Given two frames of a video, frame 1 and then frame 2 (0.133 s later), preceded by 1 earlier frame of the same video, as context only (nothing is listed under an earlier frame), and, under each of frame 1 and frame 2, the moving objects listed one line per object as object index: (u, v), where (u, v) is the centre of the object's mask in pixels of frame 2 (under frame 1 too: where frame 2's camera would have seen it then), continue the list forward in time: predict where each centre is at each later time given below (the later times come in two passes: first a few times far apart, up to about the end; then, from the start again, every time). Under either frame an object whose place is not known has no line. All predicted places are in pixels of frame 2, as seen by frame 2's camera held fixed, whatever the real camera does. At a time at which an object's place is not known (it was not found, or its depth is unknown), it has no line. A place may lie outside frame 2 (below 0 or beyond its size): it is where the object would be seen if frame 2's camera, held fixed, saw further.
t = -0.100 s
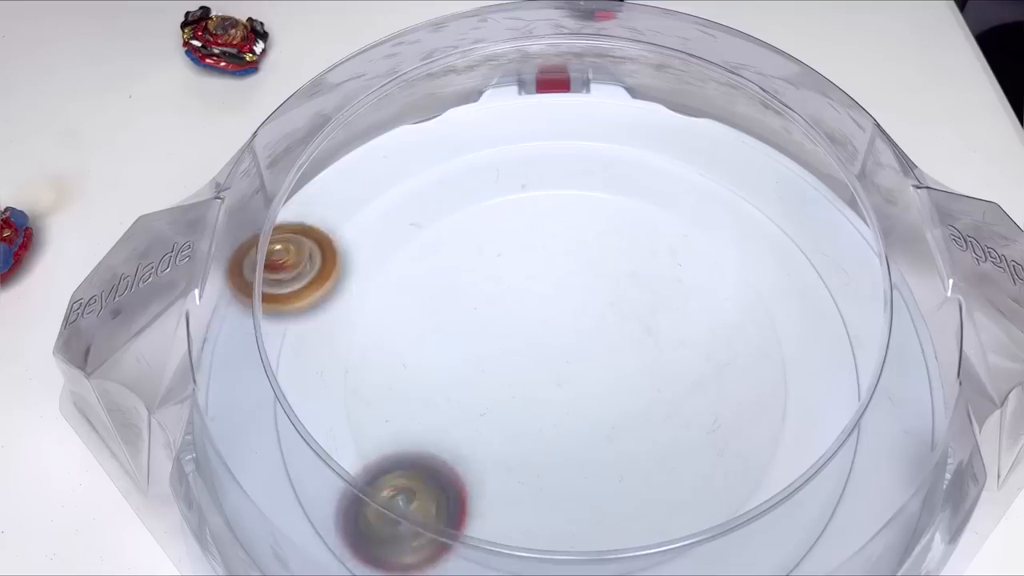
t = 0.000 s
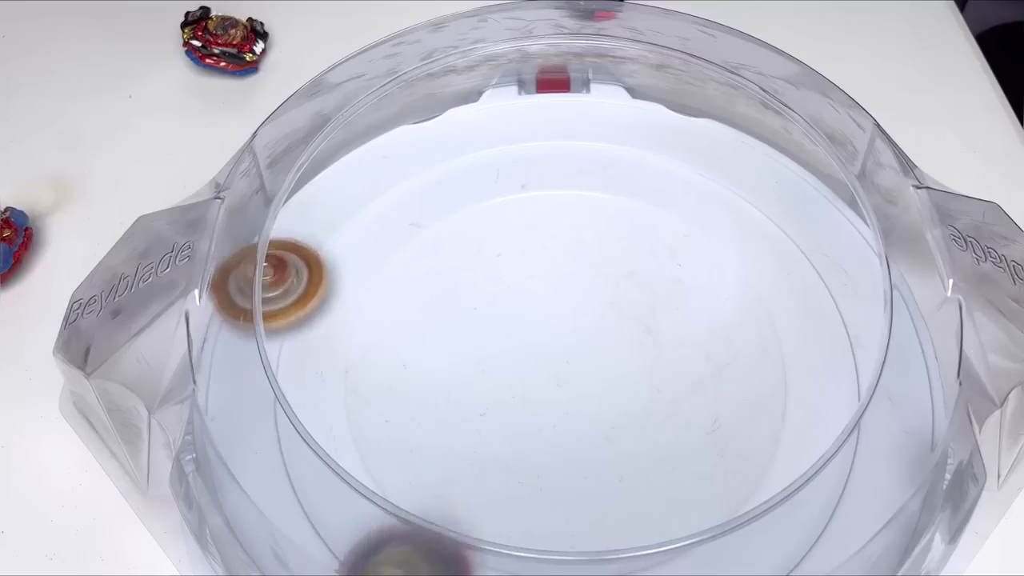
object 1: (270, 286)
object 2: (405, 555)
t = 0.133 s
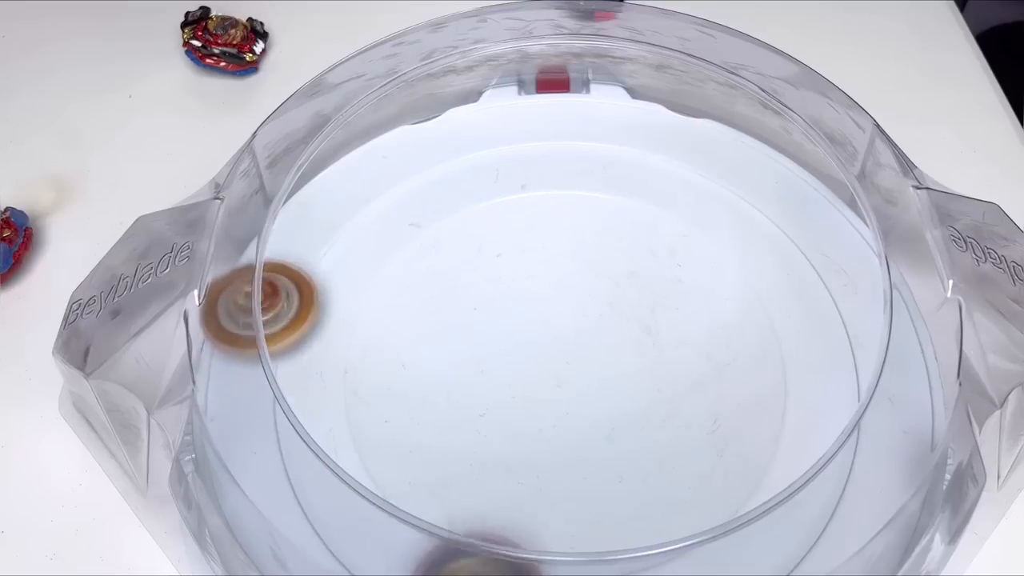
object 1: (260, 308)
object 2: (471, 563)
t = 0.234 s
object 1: (252, 326)
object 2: (506, 558)
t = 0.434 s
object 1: (249, 356)
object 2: (408, 555)
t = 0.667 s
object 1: (259, 380)
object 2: (320, 515)
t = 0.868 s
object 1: (314, 346)
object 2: (360, 536)
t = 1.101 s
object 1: (339, 318)
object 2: (402, 542)
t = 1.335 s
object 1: (401, 347)
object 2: (290, 435)
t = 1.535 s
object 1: (530, 392)
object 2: (284, 365)
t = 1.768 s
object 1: (628, 326)
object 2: (287, 349)
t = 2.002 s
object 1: (608, 246)
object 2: (291, 316)
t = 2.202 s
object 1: (580, 268)
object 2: (309, 268)
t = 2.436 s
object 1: (561, 323)
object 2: (338, 222)
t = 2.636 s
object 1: (605, 388)
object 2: (373, 190)
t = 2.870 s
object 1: (658, 371)
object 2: (421, 163)
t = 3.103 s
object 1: (613, 359)
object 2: (465, 149)
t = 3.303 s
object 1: (569, 372)
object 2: (505, 139)
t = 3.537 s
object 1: (560, 441)
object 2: (559, 132)
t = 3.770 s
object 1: (575, 418)
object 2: (604, 134)
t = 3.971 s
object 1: (567, 388)
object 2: (648, 144)
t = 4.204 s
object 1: (519, 362)
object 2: (695, 160)
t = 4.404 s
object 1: (493, 372)
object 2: (731, 179)
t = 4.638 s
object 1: (520, 375)
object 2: (756, 206)
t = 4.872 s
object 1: (546, 360)
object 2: (742, 239)
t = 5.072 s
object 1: (551, 326)
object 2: (624, 258)
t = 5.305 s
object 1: (484, 380)
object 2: (578, 212)
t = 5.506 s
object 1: (600, 400)
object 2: (486, 289)
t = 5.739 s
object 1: (665, 358)
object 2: (527, 406)
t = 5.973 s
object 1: (661, 270)
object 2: (654, 370)
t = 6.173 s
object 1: (643, 162)
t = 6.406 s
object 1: (473, 297)
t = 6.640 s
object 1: (452, 393)
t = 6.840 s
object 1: (549, 409)
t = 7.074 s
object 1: (588, 372)
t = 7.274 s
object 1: (576, 341)
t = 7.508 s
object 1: (562, 331)
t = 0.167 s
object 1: (261, 312)
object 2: (490, 560)
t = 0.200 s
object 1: (252, 319)
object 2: (501, 559)
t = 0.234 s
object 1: (252, 326)
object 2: (506, 558)
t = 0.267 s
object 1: (251, 329)
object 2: (506, 557)
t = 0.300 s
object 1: (249, 336)
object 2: (498, 556)
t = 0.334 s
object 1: (249, 341)
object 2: (483, 556)
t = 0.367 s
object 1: (248, 347)
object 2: (462, 557)
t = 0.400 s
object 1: (249, 350)
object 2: (433, 559)
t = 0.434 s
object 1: (249, 356)
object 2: (408, 555)
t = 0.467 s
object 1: (251, 359)
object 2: (393, 550)
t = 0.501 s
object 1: (251, 365)
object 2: (382, 542)
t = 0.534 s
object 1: (253, 368)
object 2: (368, 542)
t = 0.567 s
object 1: (253, 373)
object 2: (355, 537)
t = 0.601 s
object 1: (254, 374)
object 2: (345, 534)
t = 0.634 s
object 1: (255, 376)
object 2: (328, 527)
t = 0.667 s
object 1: (259, 380)
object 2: (320, 515)
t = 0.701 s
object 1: (261, 383)
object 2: (312, 511)
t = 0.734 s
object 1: (270, 390)
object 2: (319, 497)
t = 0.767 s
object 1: (278, 379)
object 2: (315, 515)
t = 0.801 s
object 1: (292, 368)
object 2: (328, 520)
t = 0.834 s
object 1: (301, 357)
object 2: (337, 532)
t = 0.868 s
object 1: (314, 346)
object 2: (360, 536)
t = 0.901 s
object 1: (317, 339)
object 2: (376, 545)
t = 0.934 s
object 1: (322, 334)
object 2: (391, 550)
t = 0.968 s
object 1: (325, 330)
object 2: (403, 553)
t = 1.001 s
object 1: (329, 326)
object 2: (414, 550)
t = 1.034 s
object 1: (332, 324)
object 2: (411, 554)
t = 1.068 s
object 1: (334, 320)
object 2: (406, 553)
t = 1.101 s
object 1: (339, 318)
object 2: (402, 542)
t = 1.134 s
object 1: (342, 316)
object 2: (388, 534)
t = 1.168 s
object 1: (347, 313)
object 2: (369, 525)
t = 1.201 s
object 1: (352, 314)
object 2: (344, 510)
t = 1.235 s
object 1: (362, 320)
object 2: (317, 494)
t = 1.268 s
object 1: (373, 329)
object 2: (284, 482)
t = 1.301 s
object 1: (386, 338)
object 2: (287, 454)
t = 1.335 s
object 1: (401, 347)
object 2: (290, 435)
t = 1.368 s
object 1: (417, 358)
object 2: (287, 418)
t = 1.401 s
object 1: (437, 369)
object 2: (286, 400)
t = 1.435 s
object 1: (458, 378)
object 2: (278, 385)
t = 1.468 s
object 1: (481, 385)
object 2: (274, 374)
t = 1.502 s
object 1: (505, 391)
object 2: (277, 367)
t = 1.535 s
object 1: (530, 392)
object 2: (284, 365)
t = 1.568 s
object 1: (552, 390)
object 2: (289, 362)
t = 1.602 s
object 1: (572, 384)
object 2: (290, 357)
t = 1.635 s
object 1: (591, 376)
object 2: (286, 349)
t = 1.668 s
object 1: (605, 365)
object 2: (281, 342)
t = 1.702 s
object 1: (616, 353)
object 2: (280, 340)
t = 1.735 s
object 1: (623, 340)
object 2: (282, 342)
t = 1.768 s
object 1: (628, 326)
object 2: (287, 349)
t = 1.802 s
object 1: (631, 311)
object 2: (290, 353)
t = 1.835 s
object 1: (630, 297)
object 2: (292, 353)
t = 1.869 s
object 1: (629, 283)
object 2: (292, 348)
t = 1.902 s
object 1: (626, 271)
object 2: (290, 338)
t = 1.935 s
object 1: (621, 257)
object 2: (286, 326)
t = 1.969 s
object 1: (616, 249)
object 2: (286, 318)
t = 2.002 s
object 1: (608, 246)
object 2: (291, 316)
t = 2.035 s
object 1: (603, 246)
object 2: (303, 315)
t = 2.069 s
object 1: (597, 249)
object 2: (305, 310)
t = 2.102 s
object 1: (592, 252)
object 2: (306, 302)
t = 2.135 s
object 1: (588, 257)
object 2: (306, 290)
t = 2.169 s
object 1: (583, 262)
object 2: (306, 277)
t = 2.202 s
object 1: (580, 268)
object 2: (309, 268)
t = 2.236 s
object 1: (576, 275)
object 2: (313, 265)
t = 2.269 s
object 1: (573, 282)
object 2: (317, 264)
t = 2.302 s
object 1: (570, 291)
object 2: (321, 259)
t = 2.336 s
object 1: (566, 299)
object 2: (325, 250)
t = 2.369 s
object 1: (565, 306)
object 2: (328, 237)
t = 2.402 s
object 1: (562, 316)
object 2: (333, 227)
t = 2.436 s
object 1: (561, 323)
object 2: (338, 222)
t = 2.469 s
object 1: (561, 332)
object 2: (343, 222)
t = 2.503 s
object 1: (563, 344)
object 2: (348, 221)
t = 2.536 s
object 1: (571, 357)
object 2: (354, 217)
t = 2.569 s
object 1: (580, 370)
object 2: (360, 209)
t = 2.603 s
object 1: (592, 381)
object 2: (366, 198)
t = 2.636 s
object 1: (605, 388)
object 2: (373, 190)
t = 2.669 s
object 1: (620, 392)
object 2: (379, 187)
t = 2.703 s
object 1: (636, 391)
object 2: (384, 188)
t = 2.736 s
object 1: (649, 388)
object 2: (390, 185)
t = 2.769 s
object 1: (659, 383)
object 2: (397, 179)
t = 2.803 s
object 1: (664, 378)
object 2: (407, 170)
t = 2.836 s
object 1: (662, 375)
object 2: (414, 164)
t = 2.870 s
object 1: (658, 371)
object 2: (421, 163)
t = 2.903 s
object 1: (653, 368)
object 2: (425, 164)
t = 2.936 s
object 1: (648, 365)
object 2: (432, 162)
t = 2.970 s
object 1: (641, 362)
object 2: (440, 156)
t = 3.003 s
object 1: (635, 361)
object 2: (449, 149)
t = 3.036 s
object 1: (627, 361)
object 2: (456, 147)
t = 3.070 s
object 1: (620, 358)
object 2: (460, 149)
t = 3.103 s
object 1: (613, 359)
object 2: (465, 149)
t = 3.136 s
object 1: (605, 360)
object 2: (472, 146)
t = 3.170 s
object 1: (600, 359)
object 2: (482, 141)
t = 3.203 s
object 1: (593, 360)
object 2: (491, 137)
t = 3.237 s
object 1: (585, 362)
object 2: (497, 137)
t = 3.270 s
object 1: (579, 365)
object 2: (500, 139)
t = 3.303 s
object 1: (569, 372)
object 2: (505, 139)
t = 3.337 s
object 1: (559, 381)
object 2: (513, 136)
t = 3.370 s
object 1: (553, 394)
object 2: (524, 133)
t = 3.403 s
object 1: (549, 405)
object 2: (532, 131)
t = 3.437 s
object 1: (547, 417)
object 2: (536, 133)
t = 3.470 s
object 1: (551, 429)
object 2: (540, 134)
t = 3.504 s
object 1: (557, 436)
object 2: (548, 133)
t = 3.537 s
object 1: (560, 441)
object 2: (559, 132)
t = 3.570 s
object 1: (566, 441)
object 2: (567, 131)
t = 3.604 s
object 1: (568, 439)
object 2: (571, 132)
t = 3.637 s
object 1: (570, 437)
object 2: (576, 133)
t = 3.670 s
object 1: (573, 432)
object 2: (584, 133)
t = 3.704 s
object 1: (573, 427)
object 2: (594, 132)
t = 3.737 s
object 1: (574, 424)
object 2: (601, 132)
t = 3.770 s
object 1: (575, 418)
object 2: (604, 134)
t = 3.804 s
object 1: (575, 414)
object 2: (612, 135)
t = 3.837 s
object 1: (575, 408)
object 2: (622, 136)
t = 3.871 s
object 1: (573, 403)
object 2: (630, 138)
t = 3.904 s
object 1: (572, 398)
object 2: (635, 139)
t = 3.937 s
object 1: (570, 393)
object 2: (640, 141)
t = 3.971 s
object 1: (567, 388)
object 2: (648, 144)
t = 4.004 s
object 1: (565, 385)
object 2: (656, 145)
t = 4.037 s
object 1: (561, 380)
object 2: (663, 147)
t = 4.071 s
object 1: (554, 376)
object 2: (669, 149)
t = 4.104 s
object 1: (548, 371)
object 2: (675, 151)
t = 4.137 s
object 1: (539, 365)
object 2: (681, 154)
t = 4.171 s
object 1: (529, 365)
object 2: (688, 157)
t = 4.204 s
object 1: (519, 362)
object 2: (695, 160)
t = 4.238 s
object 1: (510, 362)
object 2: (701, 163)
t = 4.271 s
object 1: (501, 363)
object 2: (707, 166)
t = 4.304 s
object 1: (494, 365)
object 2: (713, 169)
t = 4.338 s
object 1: (492, 368)
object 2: (720, 172)
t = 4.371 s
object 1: (491, 370)
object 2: (726, 175)
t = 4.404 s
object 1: (493, 372)
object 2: (731, 179)
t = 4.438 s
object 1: (497, 374)
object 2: (736, 183)
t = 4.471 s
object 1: (500, 375)
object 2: (741, 186)
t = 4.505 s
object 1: (504, 376)
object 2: (745, 190)
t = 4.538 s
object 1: (507, 375)
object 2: (748, 194)
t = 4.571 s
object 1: (513, 376)
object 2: (752, 198)
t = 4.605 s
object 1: (516, 376)
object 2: (755, 202)
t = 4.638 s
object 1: (520, 375)
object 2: (756, 206)
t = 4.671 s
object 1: (524, 373)
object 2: (756, 210)
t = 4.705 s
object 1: (529, 372)
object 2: (757, 214)
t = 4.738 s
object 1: (533, 370)
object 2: (756, 219)
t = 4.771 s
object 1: (535, 369)
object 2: (753, 223)
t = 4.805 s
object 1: (540, 366)
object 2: (750, 228)
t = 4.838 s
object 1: (543, 364)
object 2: (747, 233)
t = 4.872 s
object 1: (546, 360)
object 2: (742, 239)
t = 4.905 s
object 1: (548, 355)
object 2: (734, 245)
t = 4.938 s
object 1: (552, 347)
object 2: (720, 251)
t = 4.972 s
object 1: (552, 342)
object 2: (700, 256)
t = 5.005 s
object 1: (554, 336)
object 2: (676, 259)
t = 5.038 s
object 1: (553, 328)
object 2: (649, 260)
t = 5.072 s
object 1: (551, 326)
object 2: (624, 258)
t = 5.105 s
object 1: (528, 335)
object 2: (628, 240)
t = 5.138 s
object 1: (504, 345)
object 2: (634, 227)
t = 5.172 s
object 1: (486, 353)
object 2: (633, 216)
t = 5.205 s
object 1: (475, 362)
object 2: (628, 213)
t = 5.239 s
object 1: (471, 369)
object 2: (616, 208)
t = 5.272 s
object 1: (474, 377)
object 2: (599, 208)
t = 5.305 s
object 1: (484, 380)
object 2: (578, 212)
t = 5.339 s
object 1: (500, 384)
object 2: (555, 221)
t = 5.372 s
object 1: (519, 385)
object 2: (536, 236)
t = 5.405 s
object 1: (539, 384)
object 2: (520, 256)
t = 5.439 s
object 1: (557, 382)
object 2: (508, 279)
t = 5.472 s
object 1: (576, 386)
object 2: (497, 286)
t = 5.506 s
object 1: (600, 400)
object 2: (486, 289)
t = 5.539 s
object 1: (621, 406)
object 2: (477, 297)
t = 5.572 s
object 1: (637, 407)
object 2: (473, 310)
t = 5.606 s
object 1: (648, 404)
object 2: (473, 328)
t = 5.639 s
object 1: (656, 396)
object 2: (477, 351)
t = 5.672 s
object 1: (660, 385)
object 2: (487, 373)
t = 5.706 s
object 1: (663, 372)
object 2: (504, 391)
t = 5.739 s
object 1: (665, 358)
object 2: (527, 406)
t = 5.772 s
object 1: (668, 346)
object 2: (552, 413)
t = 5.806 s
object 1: (670, 334)
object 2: (579, 415)
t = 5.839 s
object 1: (670, 321)
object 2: (604, 410)
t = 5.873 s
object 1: (671, 306)
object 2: (624, 401)
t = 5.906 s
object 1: (669, 292)
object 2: (638, 392)
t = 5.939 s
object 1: (666, 280)
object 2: (648, 381)
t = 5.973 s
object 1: (661, 270)
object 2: (654, 370)
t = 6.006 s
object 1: (654, 259)
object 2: (656, 358)
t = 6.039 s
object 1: (667, 227)
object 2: (631, 372)
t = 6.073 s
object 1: (692, 174)
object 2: (582, 404)
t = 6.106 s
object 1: (712, 135)
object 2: (540, 428)
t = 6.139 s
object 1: (685, 138)
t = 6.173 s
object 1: (643, 162)
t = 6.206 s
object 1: (615, 171)
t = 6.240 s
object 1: (583, 192)
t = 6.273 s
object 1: (554, 212)
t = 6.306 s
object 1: (528, 231)
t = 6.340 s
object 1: (505, 256)
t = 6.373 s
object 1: (486, 277)
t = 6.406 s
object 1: (473, 297)
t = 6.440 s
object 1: (464, 318)
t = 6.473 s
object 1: (457, 336)
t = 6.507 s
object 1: (456, 352)
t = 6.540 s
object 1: (454, 366)
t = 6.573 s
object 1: (453, 375)
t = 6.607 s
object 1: (454, 384)
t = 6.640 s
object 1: (452, 393)
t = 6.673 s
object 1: (451, 400)
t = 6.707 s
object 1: (453, 409)
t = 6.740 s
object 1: (467, 414)
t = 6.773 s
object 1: (492, 416)
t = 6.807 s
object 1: (530, 413)
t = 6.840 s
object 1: (549, 409)
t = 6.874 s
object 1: (564, 405)
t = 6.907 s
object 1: (576, 399)
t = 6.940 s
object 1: (581, 395)
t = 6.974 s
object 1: (585, 389)
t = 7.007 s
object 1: (587, 383)
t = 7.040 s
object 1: (588, 378)
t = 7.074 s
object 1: (588, 372)
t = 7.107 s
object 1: (587, 367)
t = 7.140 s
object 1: (586, 360)
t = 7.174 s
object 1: (583, 354)
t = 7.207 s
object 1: (581, 349)
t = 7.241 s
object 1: (578, 344)
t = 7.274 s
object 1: (576, 341)
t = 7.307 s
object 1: (572, 338)
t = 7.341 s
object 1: (570, 337)
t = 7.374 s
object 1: (568, 334)
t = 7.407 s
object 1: (565, 332)
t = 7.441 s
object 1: (564, 331)
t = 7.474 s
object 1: (562, 329)
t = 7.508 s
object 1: (562, 331)
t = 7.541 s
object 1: (560, 332)
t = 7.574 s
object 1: (558, 334)
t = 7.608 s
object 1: (557, 334)
